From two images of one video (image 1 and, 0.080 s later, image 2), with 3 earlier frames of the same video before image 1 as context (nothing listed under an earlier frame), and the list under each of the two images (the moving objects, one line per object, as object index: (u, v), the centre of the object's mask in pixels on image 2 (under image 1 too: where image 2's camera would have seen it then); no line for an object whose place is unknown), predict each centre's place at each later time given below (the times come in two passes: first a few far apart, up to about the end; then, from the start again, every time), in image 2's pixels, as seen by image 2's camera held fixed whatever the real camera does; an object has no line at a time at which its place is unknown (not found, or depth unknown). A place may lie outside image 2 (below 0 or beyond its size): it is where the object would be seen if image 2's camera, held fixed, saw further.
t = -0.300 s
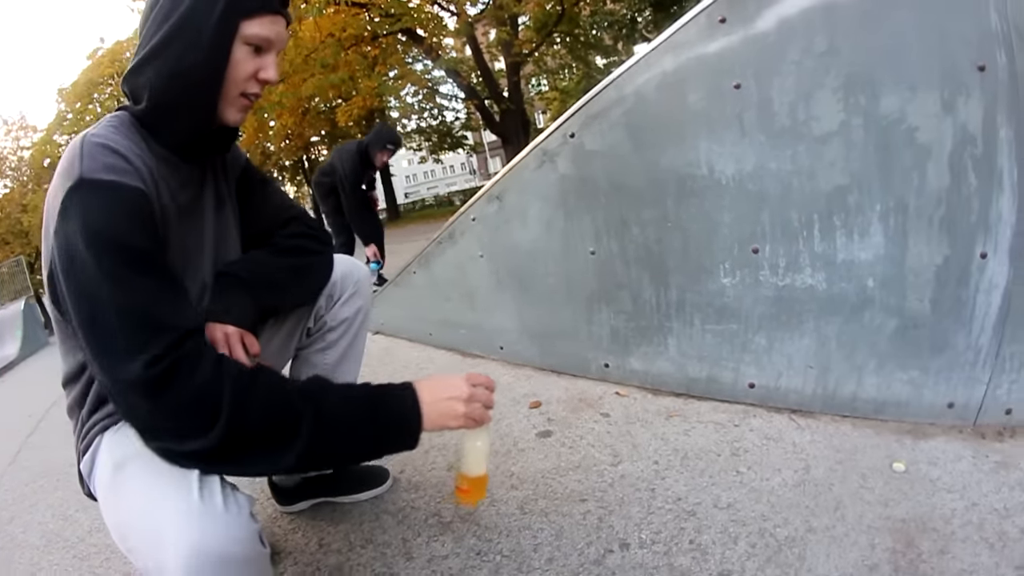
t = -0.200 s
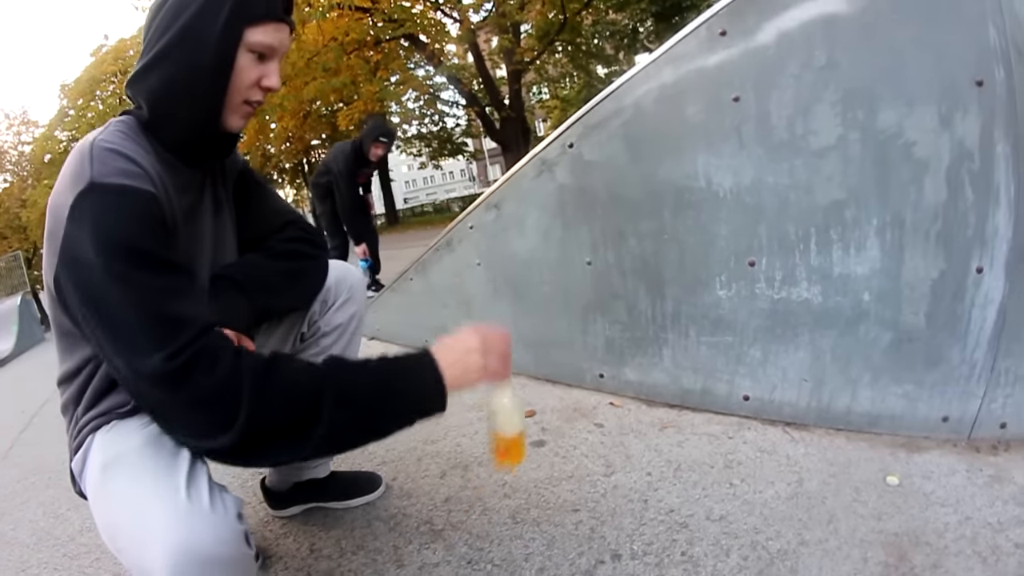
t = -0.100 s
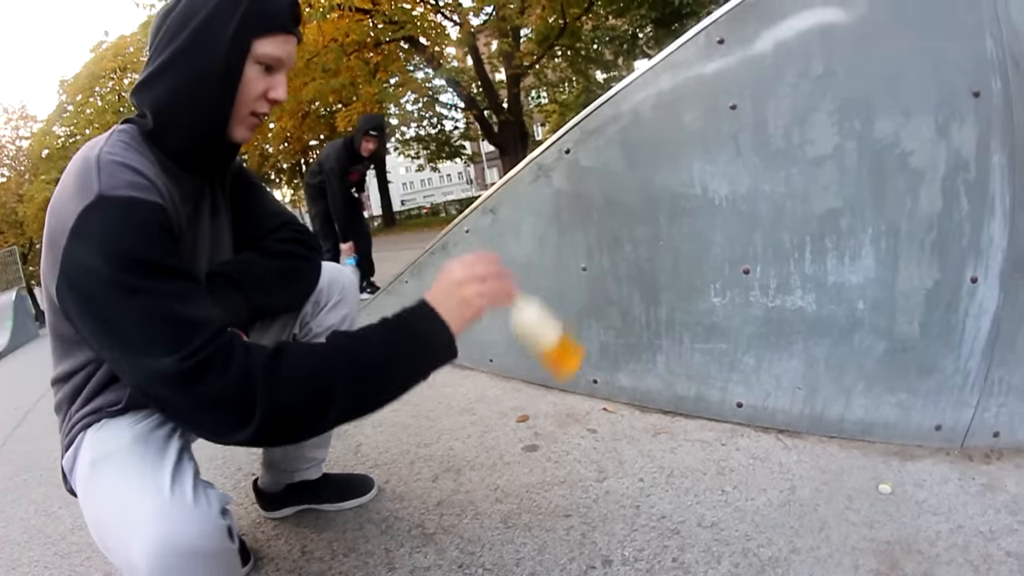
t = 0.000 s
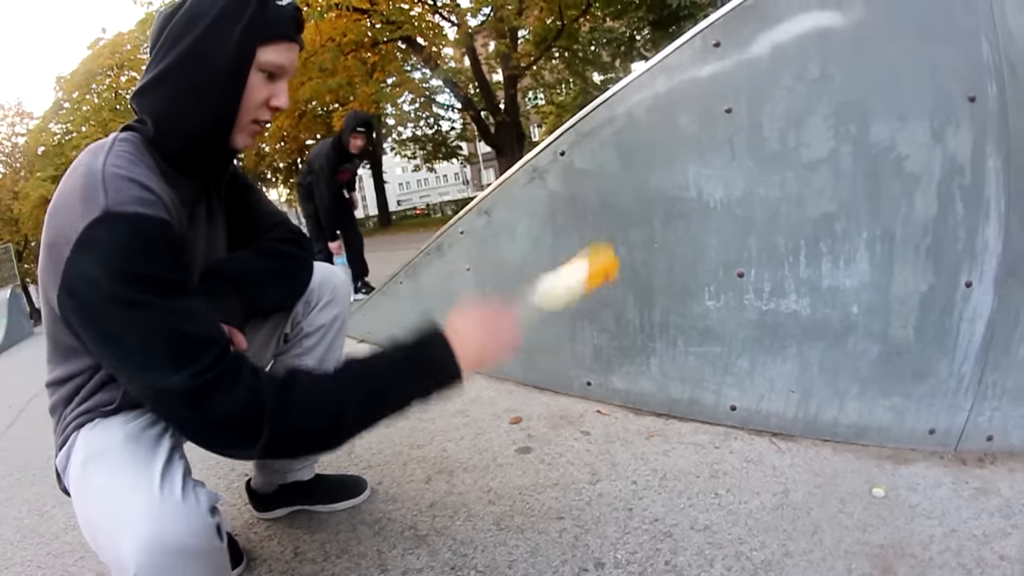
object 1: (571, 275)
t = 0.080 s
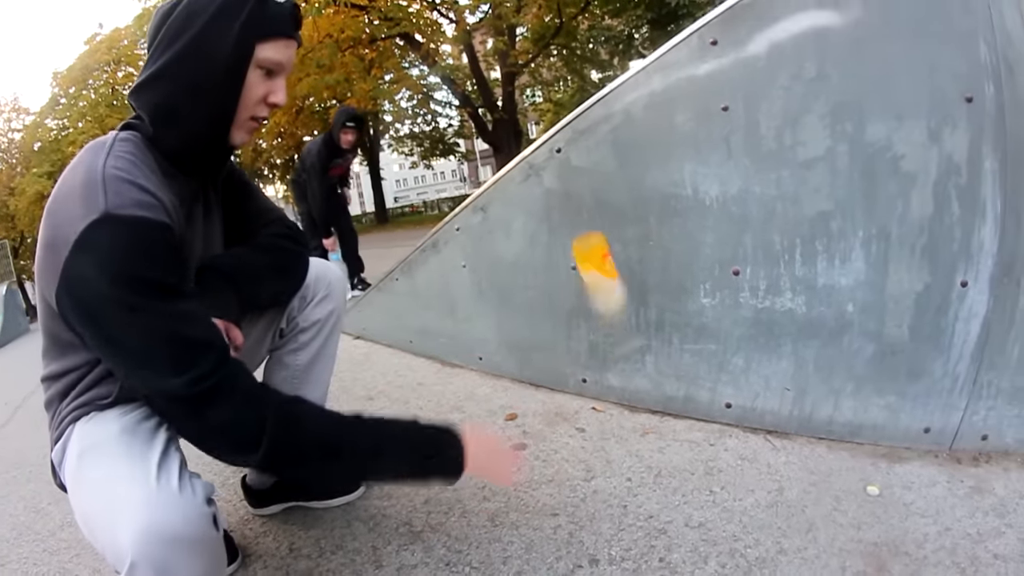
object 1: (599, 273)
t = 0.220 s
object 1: (648, 348)
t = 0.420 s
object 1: (634, 398)
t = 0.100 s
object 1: (604, 279)
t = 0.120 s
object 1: (607, 288)
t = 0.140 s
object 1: (617, 301)
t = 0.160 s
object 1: (633, 308)
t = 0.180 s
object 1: (640, 318)
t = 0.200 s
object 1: (645, 329)
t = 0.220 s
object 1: (648, 348)
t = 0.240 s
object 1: (654, 369)
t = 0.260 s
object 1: (658, 383)
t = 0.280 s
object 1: (658, 403)
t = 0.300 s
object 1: (663, 416)
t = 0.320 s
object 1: (659, 416)
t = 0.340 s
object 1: (649, 410)
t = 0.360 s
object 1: (642, 406)
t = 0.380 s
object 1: (632, 402)
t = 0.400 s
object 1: (623, 399)
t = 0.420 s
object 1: (634, 398)
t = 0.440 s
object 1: (629, 398)
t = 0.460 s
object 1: (626, 399)
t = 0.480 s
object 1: (622, 403)
